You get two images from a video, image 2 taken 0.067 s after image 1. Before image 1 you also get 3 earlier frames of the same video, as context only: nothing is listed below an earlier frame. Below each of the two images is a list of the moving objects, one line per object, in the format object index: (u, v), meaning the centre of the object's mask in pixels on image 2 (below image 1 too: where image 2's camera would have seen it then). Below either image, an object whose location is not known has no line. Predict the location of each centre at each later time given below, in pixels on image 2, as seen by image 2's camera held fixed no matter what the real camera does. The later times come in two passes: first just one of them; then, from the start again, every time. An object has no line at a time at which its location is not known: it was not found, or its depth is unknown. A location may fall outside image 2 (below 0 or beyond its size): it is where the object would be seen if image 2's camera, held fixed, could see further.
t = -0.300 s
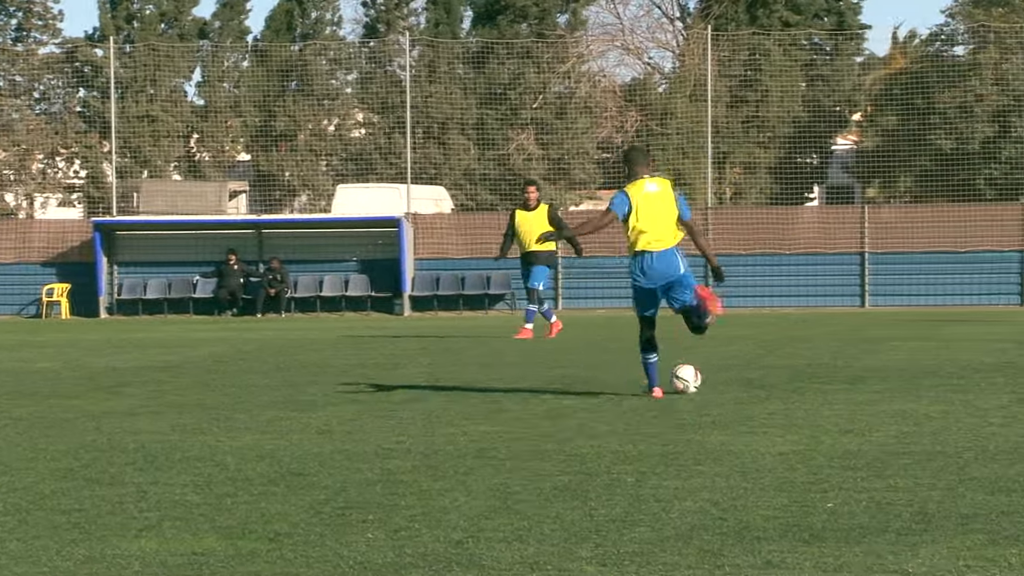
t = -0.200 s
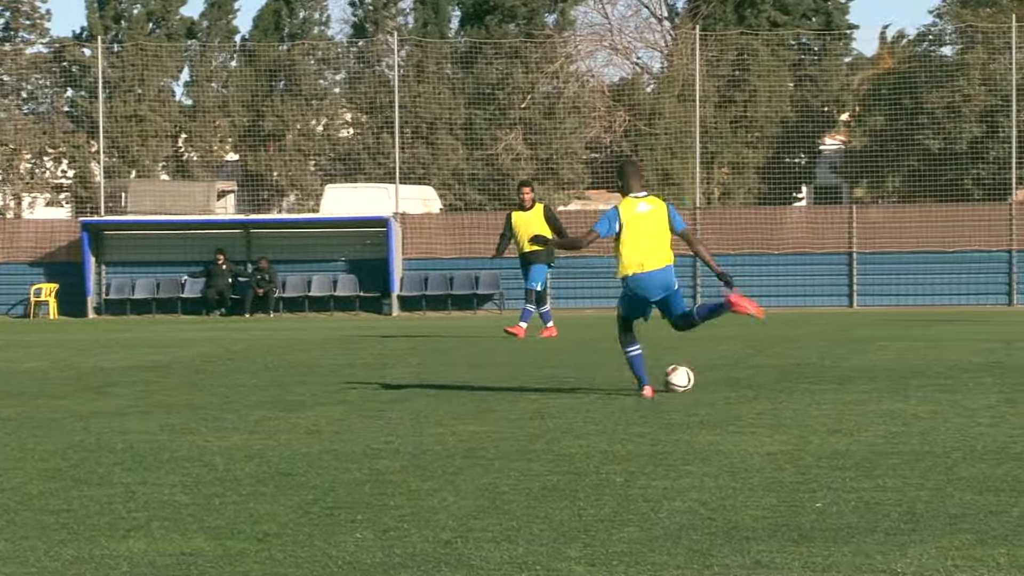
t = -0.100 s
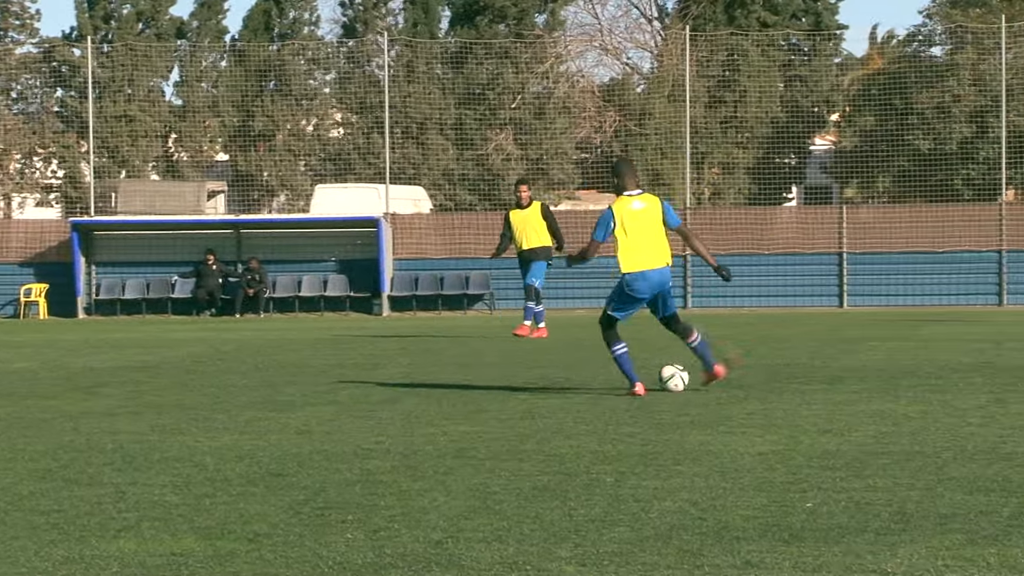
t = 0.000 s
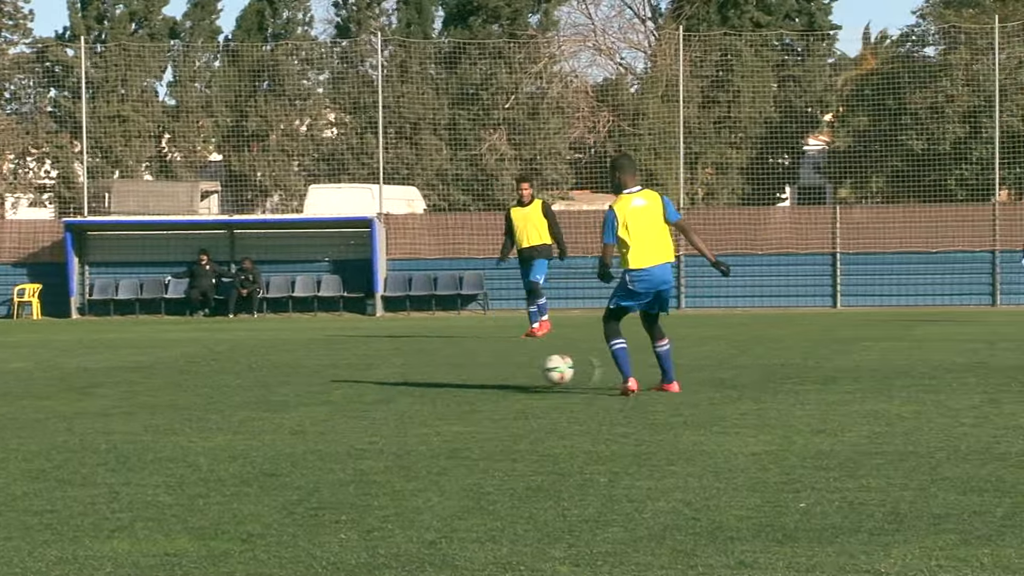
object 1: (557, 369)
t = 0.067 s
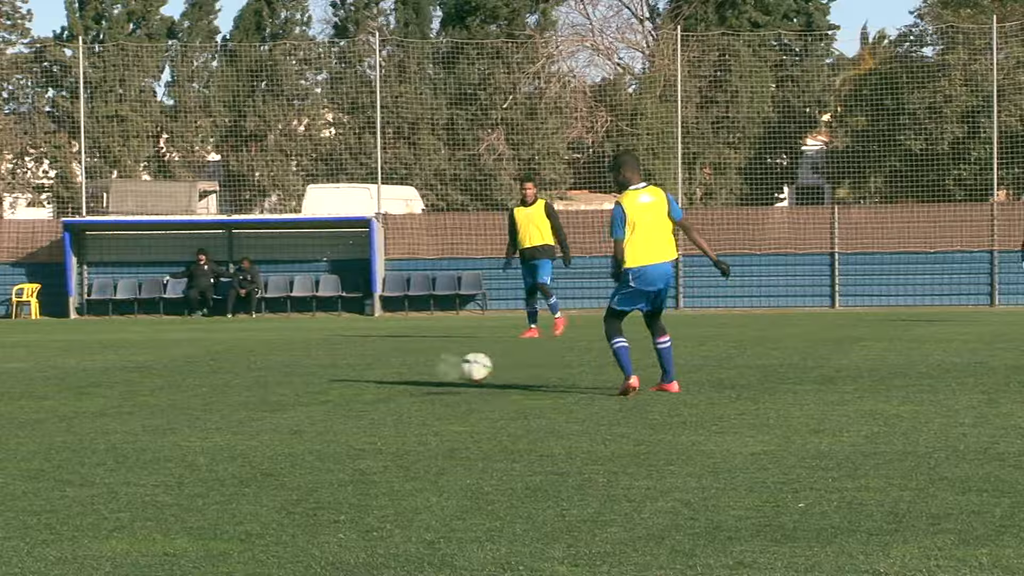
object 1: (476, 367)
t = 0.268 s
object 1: (200, 388)
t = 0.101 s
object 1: (422, 368)
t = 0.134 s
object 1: (369, 372)
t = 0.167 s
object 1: (339, 375)
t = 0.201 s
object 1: (284, 382)
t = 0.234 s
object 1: (242, 388)
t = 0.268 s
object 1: (200, 388)
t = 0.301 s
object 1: (164, 386)
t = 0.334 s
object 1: (129, 386)
